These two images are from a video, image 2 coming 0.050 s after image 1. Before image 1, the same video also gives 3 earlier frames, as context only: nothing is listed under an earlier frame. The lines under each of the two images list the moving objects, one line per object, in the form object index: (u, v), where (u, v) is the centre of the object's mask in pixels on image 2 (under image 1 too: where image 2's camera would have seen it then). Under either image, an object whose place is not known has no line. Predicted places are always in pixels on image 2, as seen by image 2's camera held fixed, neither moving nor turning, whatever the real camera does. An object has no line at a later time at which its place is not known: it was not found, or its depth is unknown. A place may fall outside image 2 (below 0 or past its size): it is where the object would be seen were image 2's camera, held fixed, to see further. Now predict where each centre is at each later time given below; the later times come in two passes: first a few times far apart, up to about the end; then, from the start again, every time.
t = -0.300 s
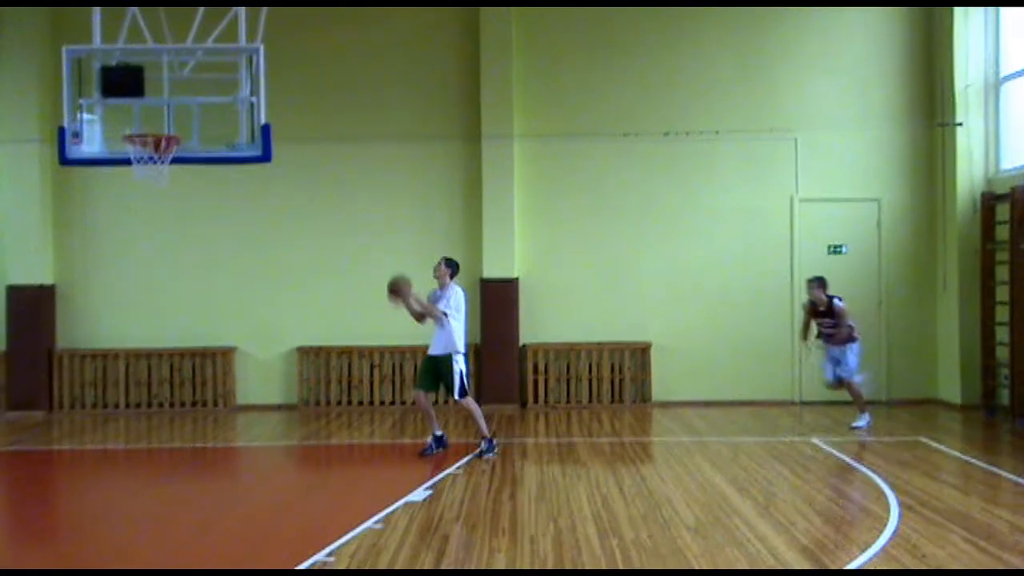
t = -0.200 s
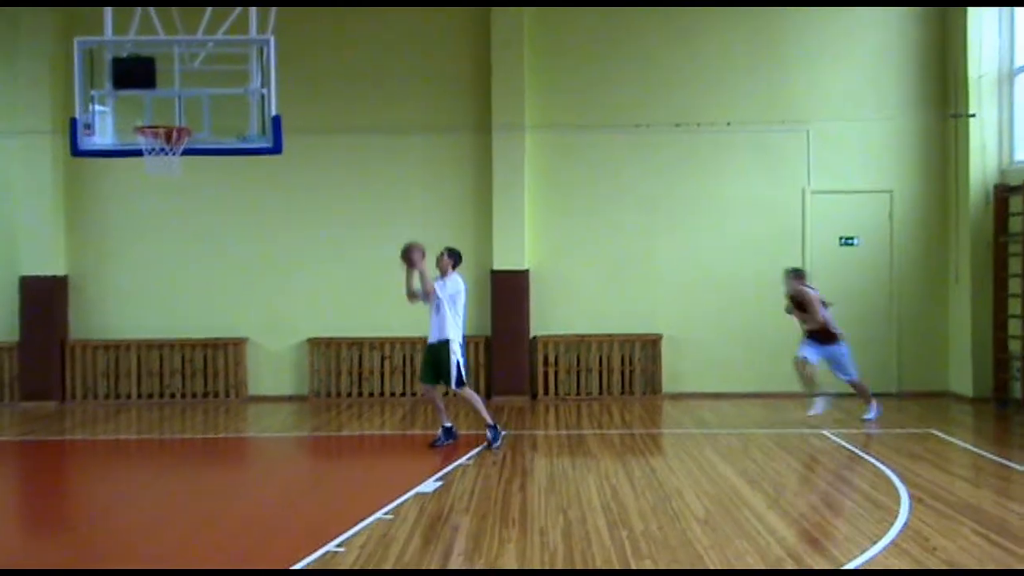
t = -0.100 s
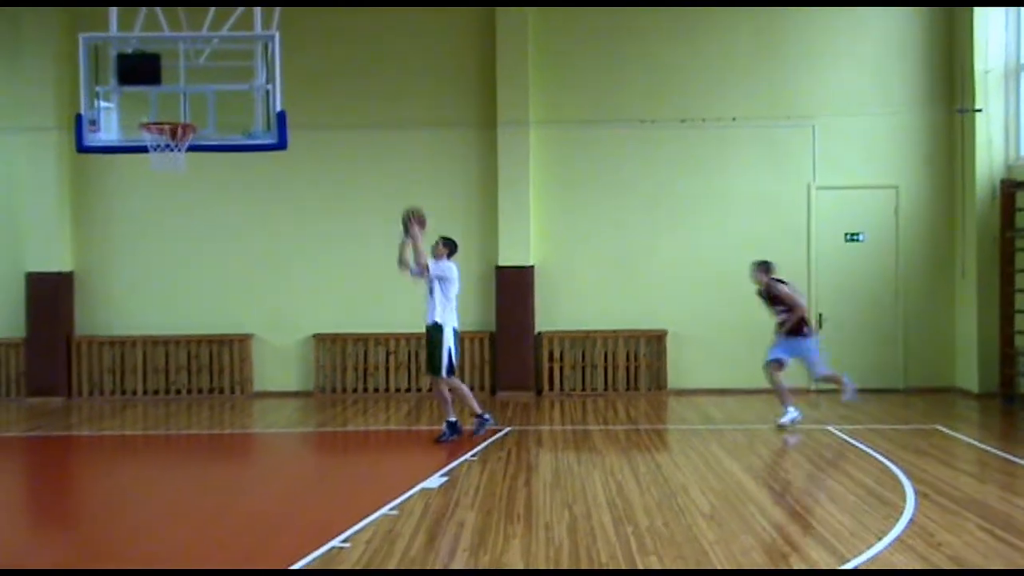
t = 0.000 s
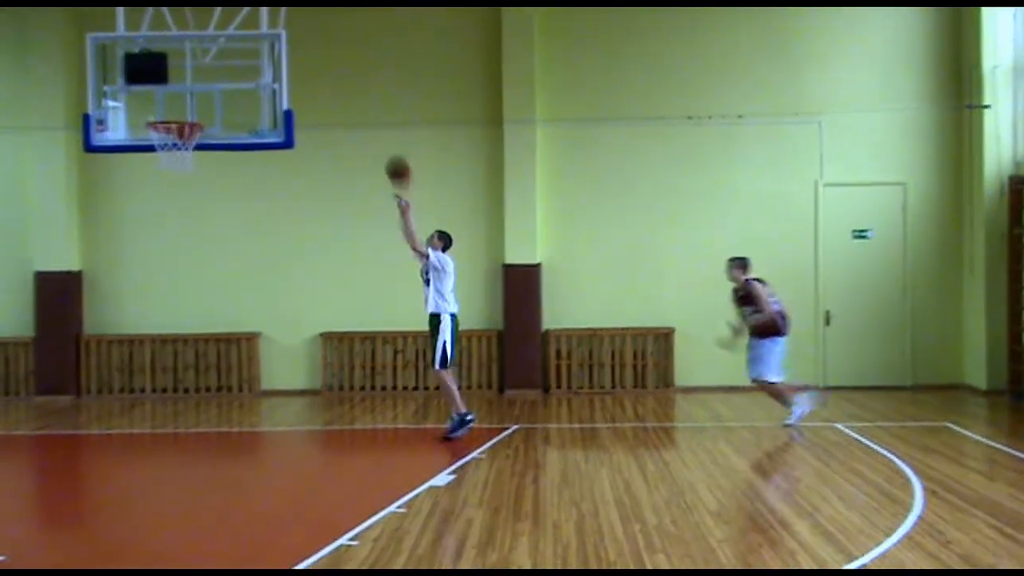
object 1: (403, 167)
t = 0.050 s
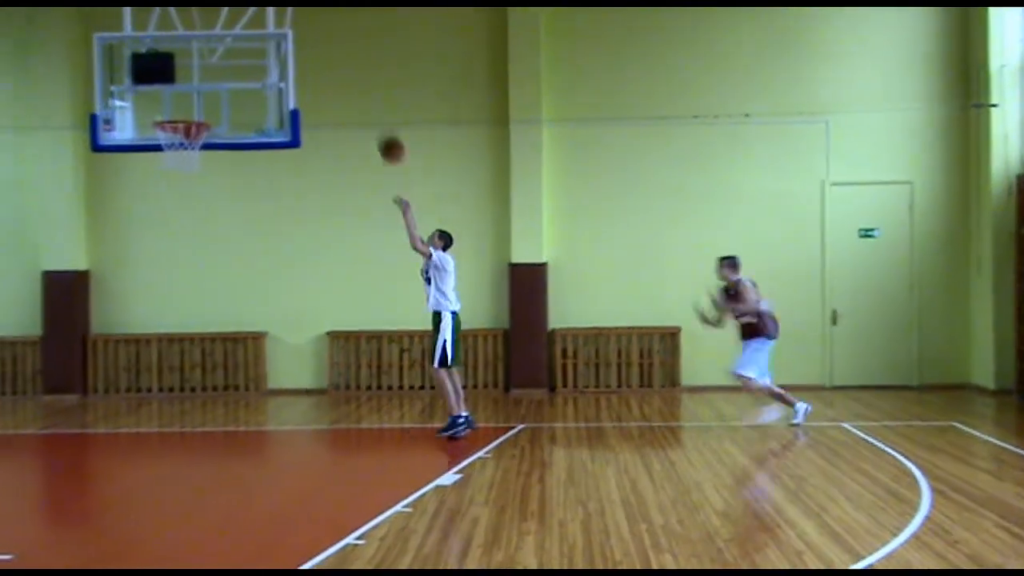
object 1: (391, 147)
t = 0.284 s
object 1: (323, 69)
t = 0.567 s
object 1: (347, 65)
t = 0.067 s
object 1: (386, 139)
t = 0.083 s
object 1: (381, 131)
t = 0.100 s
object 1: (375, 124)
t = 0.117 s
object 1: (370, 116)
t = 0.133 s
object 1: (365, 110)
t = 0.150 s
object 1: (362, 106)
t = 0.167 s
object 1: (356, 100)
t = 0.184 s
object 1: (352, 95)
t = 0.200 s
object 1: (346, 89)
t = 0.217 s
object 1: (342, 85)
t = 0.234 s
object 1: (338, 80)
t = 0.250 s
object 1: (333, 77)
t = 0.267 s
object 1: (328, 72)
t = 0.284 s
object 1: (323, 69)
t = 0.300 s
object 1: (318, 65)
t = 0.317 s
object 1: (314, 62)
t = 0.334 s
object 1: (310, 60)
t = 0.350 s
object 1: (306, 57)
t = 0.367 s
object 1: (305, 56)
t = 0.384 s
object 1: (308, 55)
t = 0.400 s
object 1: (312, 54)
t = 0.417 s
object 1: (315, 54)
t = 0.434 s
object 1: (319, 54)
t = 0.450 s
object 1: (321, 54)
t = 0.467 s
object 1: (325, 56)
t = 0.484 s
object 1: (330, 57)
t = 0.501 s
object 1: (333, 58)
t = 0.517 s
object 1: (337, 60)
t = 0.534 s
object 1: (340, 61)
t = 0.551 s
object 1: (343, 62)
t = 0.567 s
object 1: (347, 65)
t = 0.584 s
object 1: (351, 68)
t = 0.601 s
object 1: (355, 71)
